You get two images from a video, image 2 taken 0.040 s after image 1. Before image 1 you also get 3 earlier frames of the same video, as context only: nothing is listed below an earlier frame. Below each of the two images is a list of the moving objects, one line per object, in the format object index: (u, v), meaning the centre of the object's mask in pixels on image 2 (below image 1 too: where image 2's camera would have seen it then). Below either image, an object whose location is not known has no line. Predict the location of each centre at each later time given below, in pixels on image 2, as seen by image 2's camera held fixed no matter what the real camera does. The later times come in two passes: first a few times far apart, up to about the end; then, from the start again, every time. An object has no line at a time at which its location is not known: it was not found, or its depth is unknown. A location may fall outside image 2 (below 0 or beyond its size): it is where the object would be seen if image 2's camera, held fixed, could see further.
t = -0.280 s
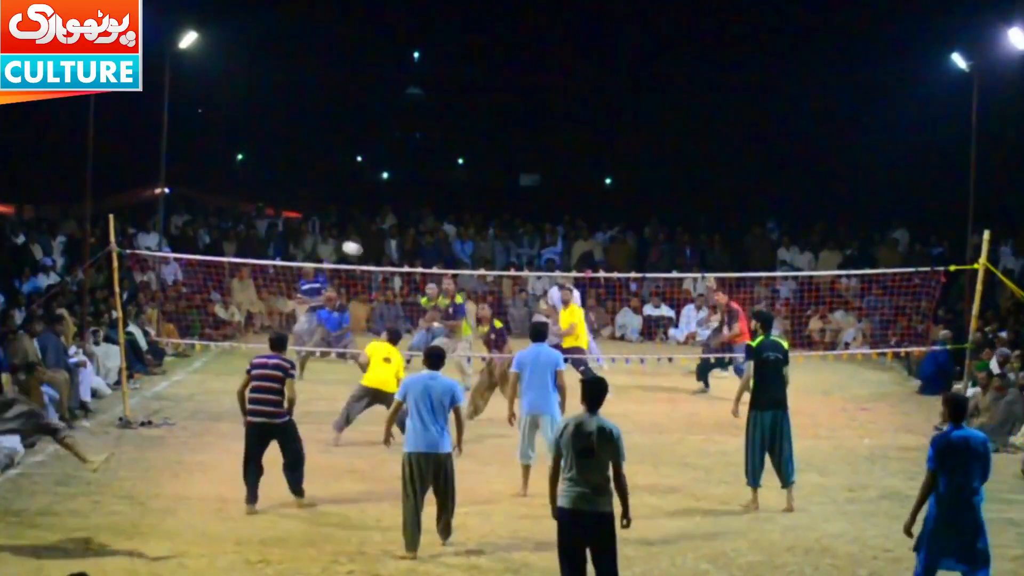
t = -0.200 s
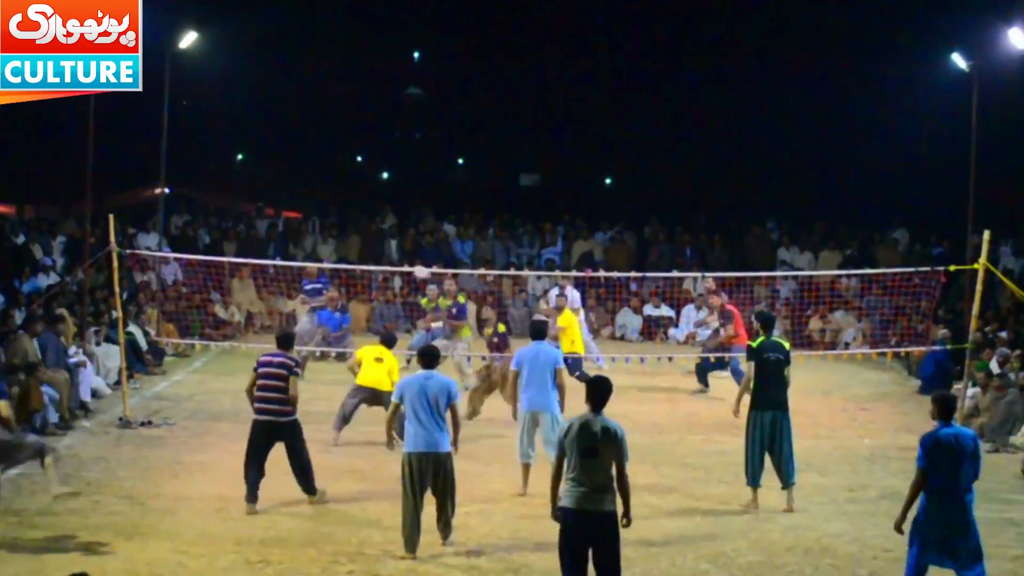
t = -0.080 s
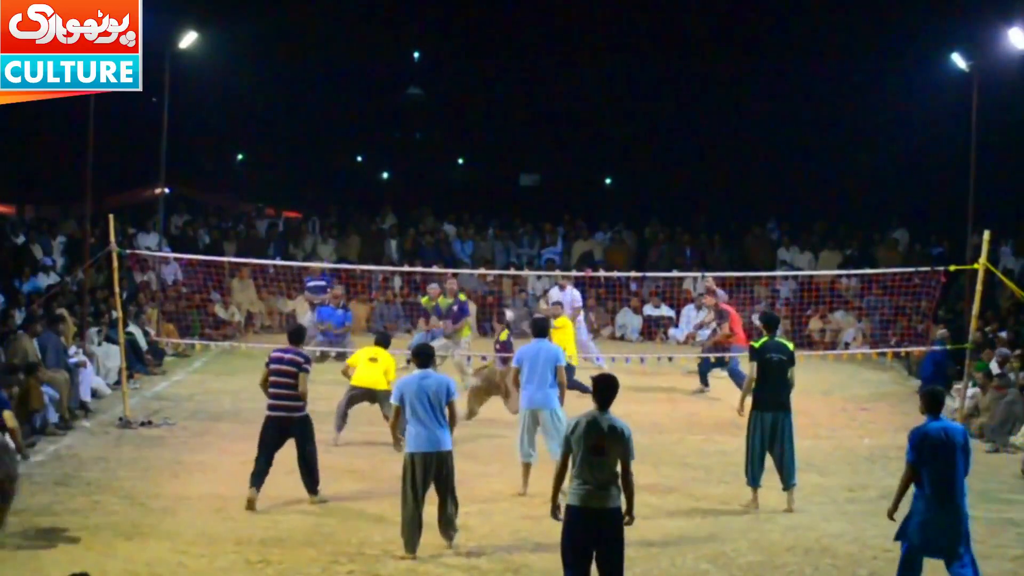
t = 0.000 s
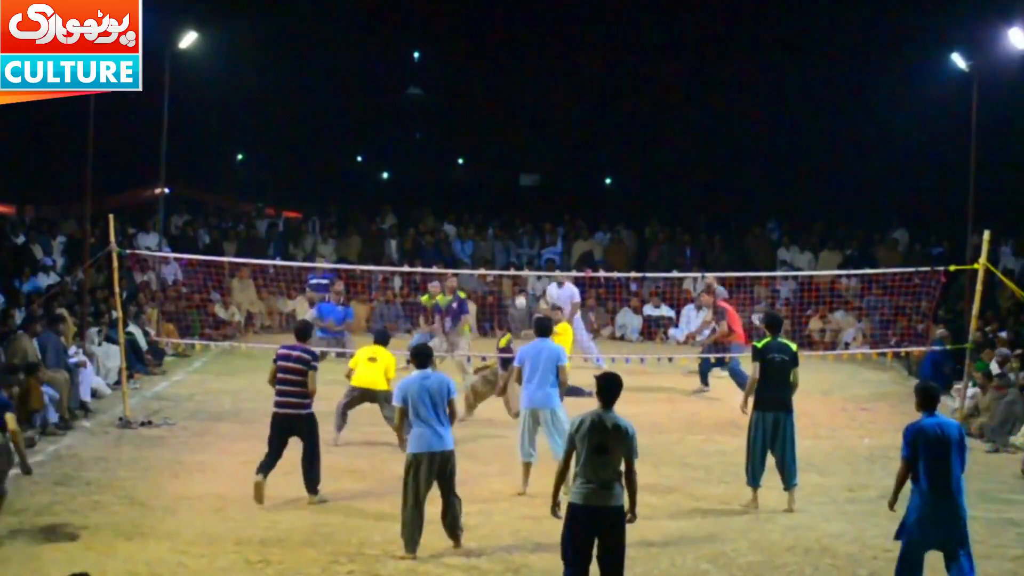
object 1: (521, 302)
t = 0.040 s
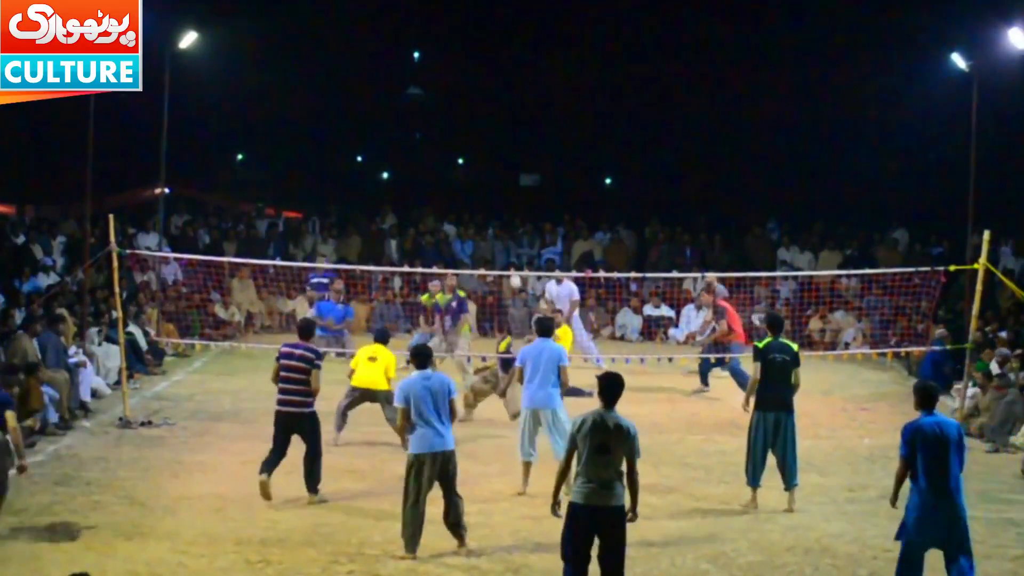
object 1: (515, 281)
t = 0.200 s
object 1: (495, 207)
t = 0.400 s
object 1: (468, 132)
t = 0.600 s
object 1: (437, 80)
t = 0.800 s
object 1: (405, 55)
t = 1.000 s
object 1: (367, 64)
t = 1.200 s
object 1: (324, 114)
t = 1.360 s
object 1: (286, 188)
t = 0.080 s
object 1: (511, 262)
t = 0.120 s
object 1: (505, 243)
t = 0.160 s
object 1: (500, 225)
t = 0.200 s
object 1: (495, 207)
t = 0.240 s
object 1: (490, 191)
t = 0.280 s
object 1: (484, 175)
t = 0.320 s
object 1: (479, 160)
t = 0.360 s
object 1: (473, 145)
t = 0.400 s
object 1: (468, 132)
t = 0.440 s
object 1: (462, 119)
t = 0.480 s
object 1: (456, 108)
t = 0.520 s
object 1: (450, 97)
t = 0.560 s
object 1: (444, 88)
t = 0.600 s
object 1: (437, 80)
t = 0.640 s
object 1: (431, 72)
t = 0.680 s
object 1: (424, 66)
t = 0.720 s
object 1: (418, 61)
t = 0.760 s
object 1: (411, 57)
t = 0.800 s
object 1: (405, 55)
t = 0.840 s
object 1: (397, 54)
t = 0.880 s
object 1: (390, 55)
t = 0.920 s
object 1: (382, 56)
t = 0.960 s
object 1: (374, 60)
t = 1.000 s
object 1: (367, 64)
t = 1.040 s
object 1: (359, 70)
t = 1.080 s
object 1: (351, 79)
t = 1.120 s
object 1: (342, 88)
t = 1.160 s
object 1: (333, 100)
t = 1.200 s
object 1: (324, 114)
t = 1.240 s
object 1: (315, 129)
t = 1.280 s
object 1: (306, 147)
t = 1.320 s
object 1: (296, 166)
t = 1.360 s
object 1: (286, 188)
